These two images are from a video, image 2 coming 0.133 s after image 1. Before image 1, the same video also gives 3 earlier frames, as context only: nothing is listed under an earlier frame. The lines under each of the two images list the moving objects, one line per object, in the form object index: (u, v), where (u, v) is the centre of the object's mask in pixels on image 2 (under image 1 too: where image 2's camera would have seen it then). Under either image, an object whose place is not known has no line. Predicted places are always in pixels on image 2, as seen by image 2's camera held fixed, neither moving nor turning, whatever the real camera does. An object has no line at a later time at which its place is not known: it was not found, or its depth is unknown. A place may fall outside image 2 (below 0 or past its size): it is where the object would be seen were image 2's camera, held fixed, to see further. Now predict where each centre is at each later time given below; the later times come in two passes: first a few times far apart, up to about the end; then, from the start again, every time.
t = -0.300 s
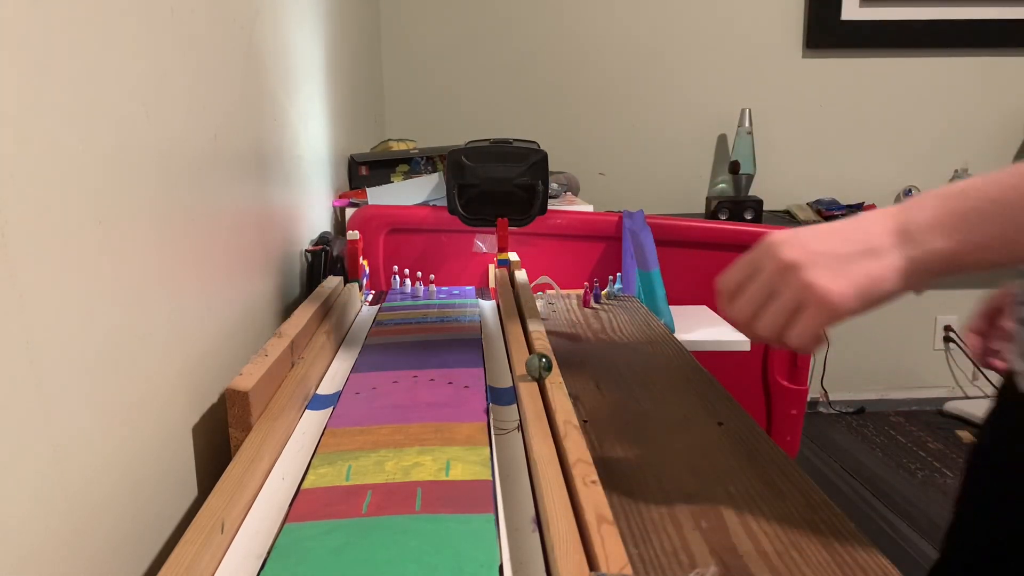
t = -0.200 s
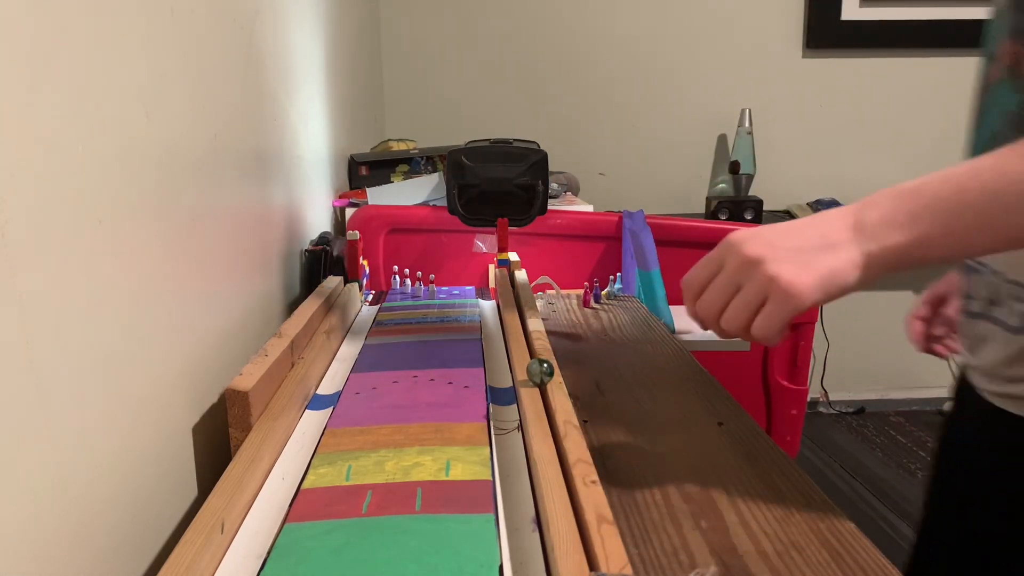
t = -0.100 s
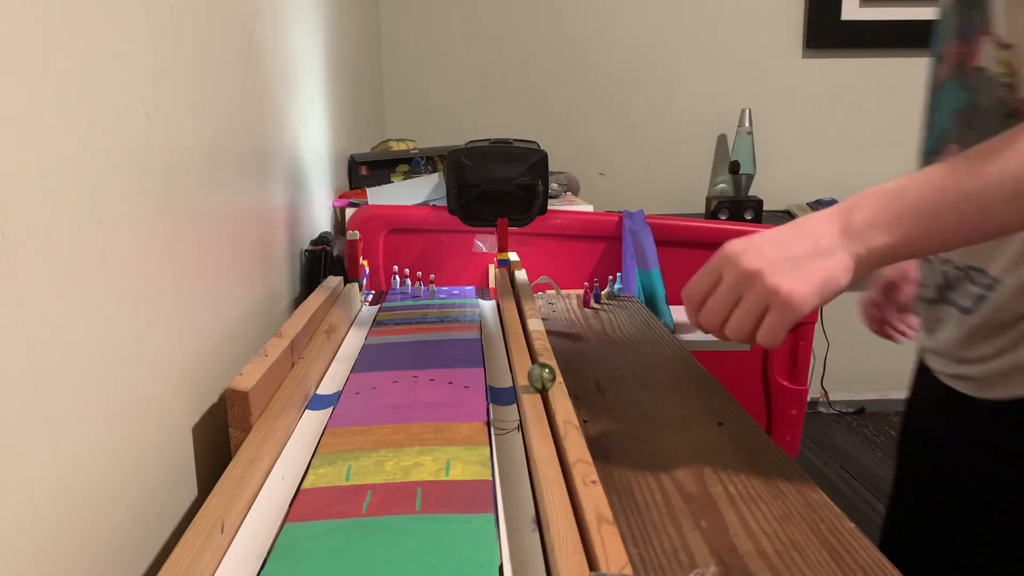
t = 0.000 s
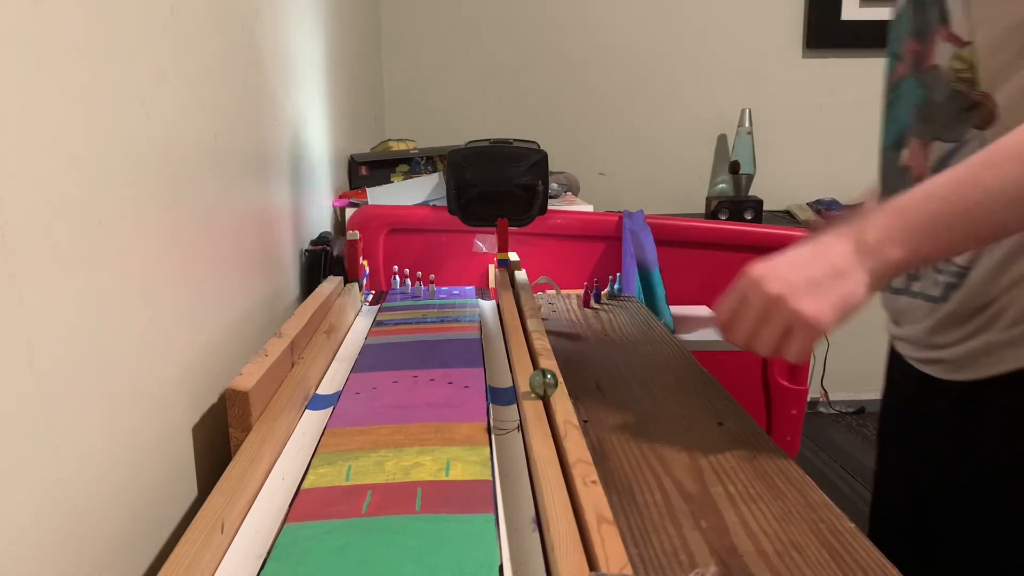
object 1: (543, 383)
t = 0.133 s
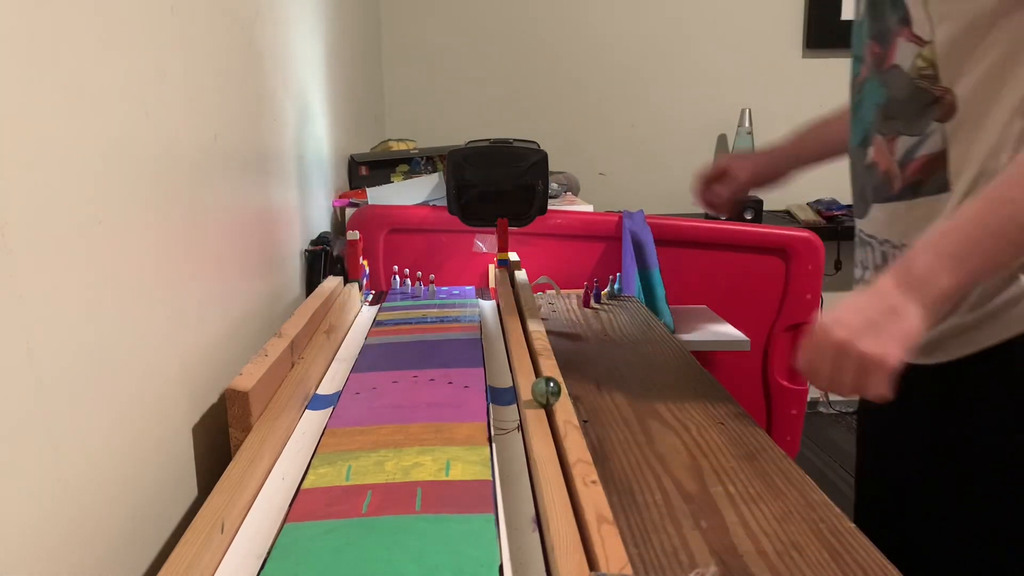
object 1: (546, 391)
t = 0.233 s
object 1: (548, 398)
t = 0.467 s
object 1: (554, 417)
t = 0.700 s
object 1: (560, 439)
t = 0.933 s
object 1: (569, 468)
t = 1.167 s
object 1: (580, 503)
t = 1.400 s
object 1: (595, 548)
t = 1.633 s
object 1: (602, 560)
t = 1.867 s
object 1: (602, 560)
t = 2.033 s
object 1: (602, 560)
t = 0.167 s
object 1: (547, 393)
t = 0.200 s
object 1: (547, 395)
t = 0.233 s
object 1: (548, 398)
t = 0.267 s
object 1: (549, 401)
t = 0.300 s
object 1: (550, 403)
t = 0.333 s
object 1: (550, 406)
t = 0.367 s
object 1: (551, 408)
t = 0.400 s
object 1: (552, 411)
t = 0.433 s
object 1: (553, 414)
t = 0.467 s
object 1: (554, 417)
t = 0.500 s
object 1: (554, 420)
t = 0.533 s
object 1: (555, 423)
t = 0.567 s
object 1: (556, 426)
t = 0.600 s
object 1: (557, 430)
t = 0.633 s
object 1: (558, 433)
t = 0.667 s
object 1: (559, 436)
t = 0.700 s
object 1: (560, 439)
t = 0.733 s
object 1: (561, 444)
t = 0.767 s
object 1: (563, 447)
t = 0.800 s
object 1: (564, 452)
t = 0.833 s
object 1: (565, 455)
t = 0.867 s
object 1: (567, 459)
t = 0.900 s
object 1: (569, 464)
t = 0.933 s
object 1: (569, 468)
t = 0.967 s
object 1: (571, 473)
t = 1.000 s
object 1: (572, 478)
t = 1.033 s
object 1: (574, 482)
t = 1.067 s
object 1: (575, 487)
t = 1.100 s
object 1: (577, 493)
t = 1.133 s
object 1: (579, 498)
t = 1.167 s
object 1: (580, 503)
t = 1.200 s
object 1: (582, 509)
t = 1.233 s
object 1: (585, 515)
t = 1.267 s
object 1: (587, 520)
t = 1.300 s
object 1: (588, 528)
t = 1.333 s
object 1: (591, 534)
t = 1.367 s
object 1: (593, 541)
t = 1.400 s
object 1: (595, 548)
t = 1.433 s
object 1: (598, 553)
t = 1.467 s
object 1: (601, 558)
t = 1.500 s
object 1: (602, 560)
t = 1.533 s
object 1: (603, 560)
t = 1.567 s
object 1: (602, 560)
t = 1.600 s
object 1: (602, 560)
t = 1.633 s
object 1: (602, 560)
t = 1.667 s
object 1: (602, 560)
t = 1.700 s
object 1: (602, 560)
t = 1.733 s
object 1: (602, 560)
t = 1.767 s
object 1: (602, 560)
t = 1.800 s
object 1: (602, 560)
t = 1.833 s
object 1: (602, 560)
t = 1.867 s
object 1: (602, 560)
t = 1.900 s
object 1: (602, 560)
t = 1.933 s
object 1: (602, 560)
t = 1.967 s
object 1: (602, 560)
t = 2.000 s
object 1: (602, 560)
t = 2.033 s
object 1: (602, 560)
